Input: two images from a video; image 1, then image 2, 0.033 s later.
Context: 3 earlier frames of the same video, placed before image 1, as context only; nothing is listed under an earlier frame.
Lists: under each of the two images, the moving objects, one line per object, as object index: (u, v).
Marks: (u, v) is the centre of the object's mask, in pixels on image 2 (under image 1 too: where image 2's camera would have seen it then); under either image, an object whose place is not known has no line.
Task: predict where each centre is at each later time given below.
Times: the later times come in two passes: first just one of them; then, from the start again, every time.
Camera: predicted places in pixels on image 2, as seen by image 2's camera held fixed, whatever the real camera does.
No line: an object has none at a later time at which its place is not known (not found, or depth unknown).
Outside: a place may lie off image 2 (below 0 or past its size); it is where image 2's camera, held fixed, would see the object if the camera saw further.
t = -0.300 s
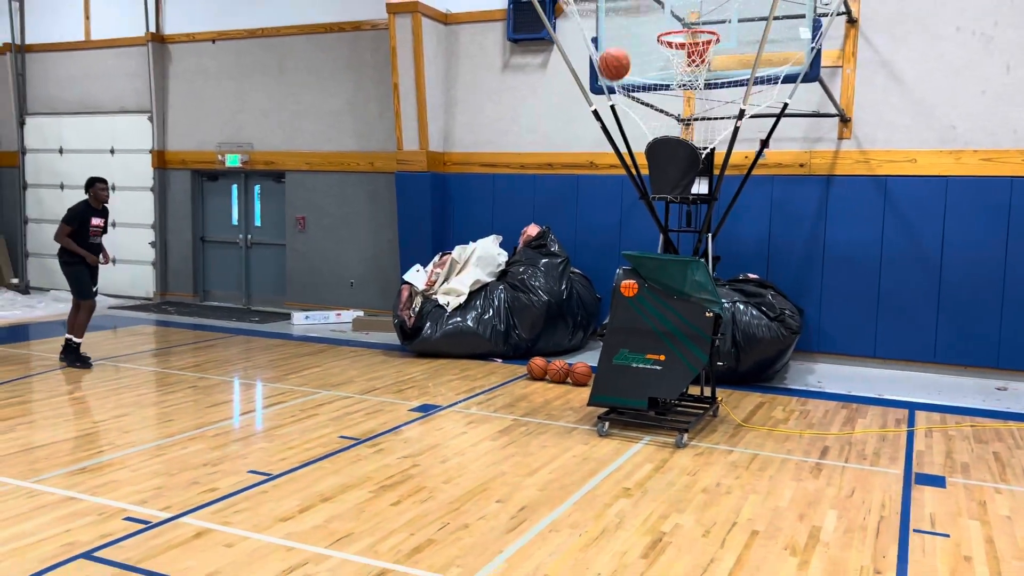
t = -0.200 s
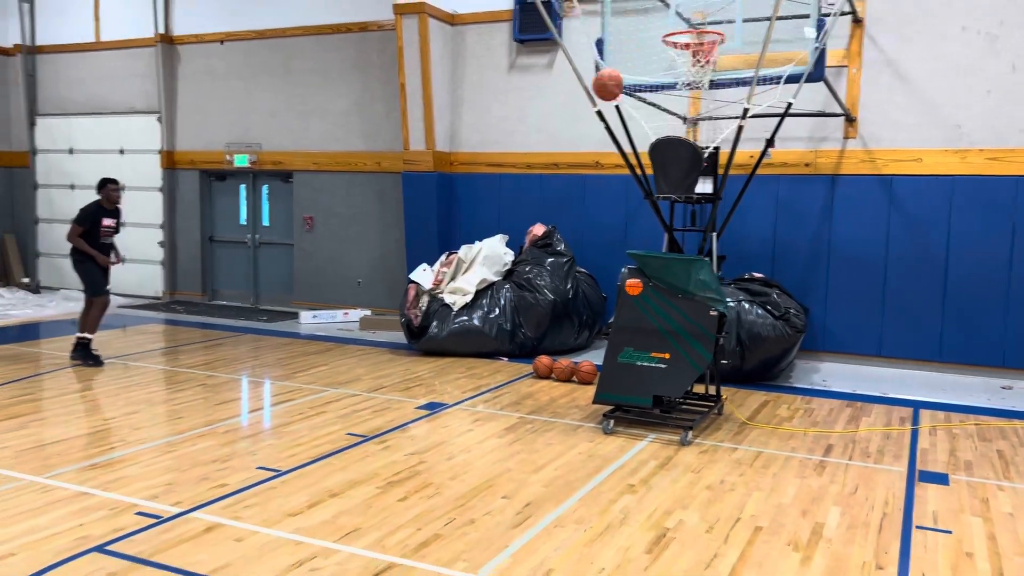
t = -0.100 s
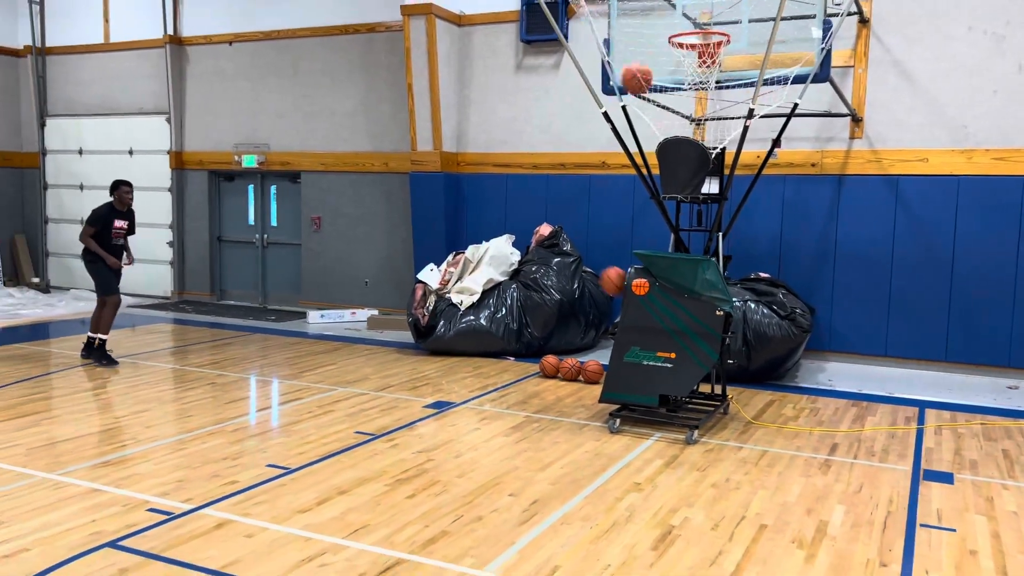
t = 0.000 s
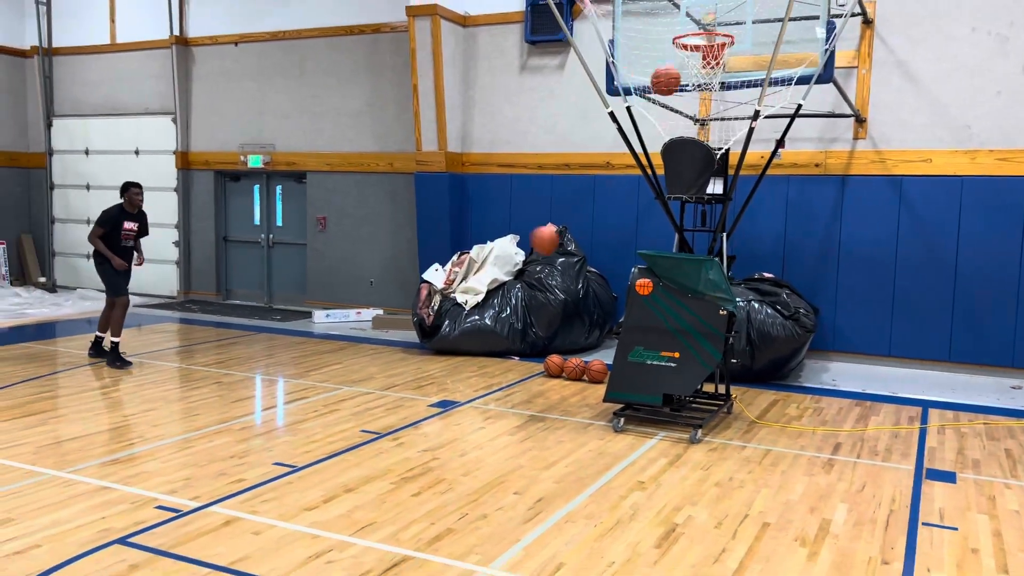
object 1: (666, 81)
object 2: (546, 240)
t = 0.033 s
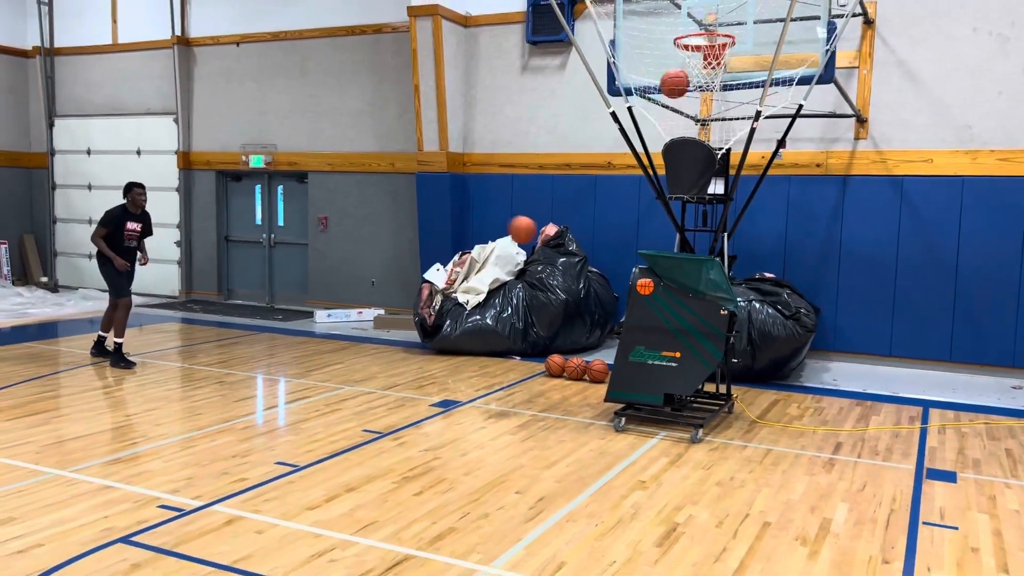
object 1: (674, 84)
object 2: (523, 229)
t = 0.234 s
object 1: (710, 106)
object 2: (389, 194)
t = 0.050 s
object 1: (678, 86)
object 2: (510, 224)
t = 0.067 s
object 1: (682, 87)
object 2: (499, 220)
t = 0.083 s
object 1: (685, 91)
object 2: (488, 216)
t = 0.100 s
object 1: (688, 93)
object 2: (476, 213)
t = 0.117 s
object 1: (693, 97)
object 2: (465, 210)
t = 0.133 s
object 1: (696, 99)
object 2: (454, 207)
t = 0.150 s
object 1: (699, 102)
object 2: (443, 204)
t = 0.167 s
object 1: (701, 104)
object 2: (432, 201)
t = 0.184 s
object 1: (703, 105)
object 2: (422, 199)
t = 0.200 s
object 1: (707, 106)
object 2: (411, 197)
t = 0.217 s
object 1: (709, 106)
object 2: (400, 195)
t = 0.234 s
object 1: (710, 106)
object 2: (389, 194)
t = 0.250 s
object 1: (712, 106)
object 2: (379, 193)
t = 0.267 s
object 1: (713, 106)
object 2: (369, 193)
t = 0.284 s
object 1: (714, 107)
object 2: (359, 192)
